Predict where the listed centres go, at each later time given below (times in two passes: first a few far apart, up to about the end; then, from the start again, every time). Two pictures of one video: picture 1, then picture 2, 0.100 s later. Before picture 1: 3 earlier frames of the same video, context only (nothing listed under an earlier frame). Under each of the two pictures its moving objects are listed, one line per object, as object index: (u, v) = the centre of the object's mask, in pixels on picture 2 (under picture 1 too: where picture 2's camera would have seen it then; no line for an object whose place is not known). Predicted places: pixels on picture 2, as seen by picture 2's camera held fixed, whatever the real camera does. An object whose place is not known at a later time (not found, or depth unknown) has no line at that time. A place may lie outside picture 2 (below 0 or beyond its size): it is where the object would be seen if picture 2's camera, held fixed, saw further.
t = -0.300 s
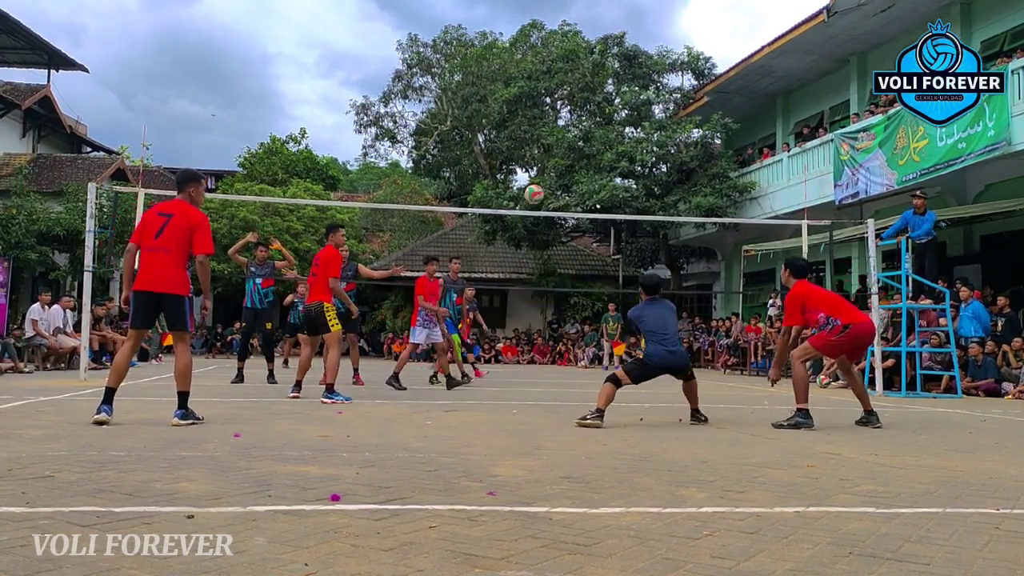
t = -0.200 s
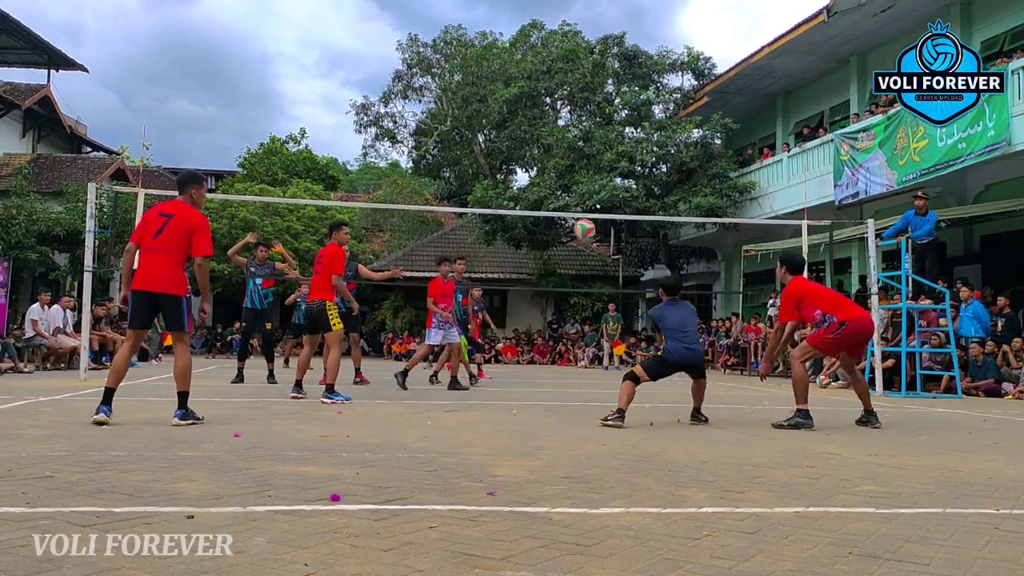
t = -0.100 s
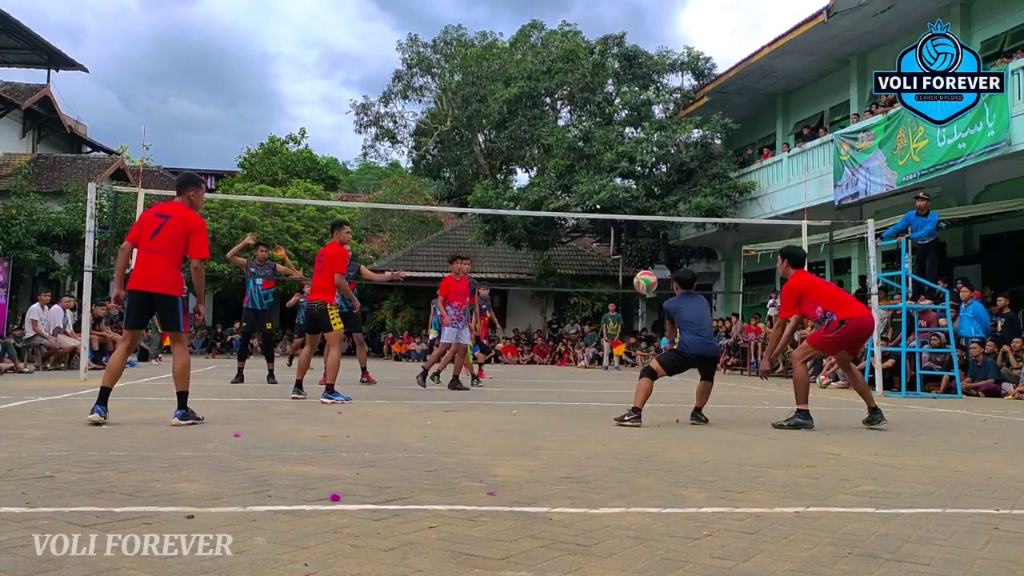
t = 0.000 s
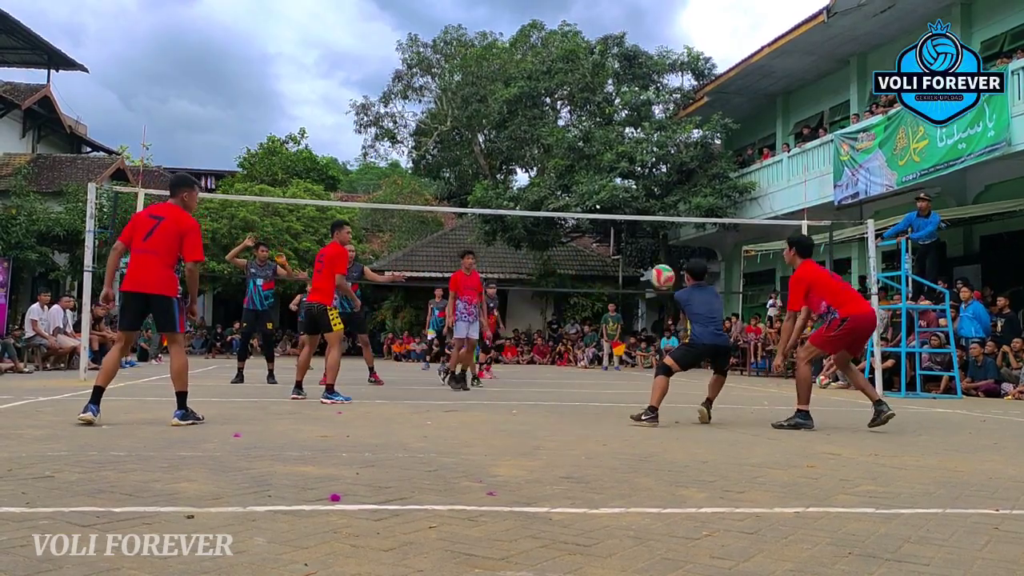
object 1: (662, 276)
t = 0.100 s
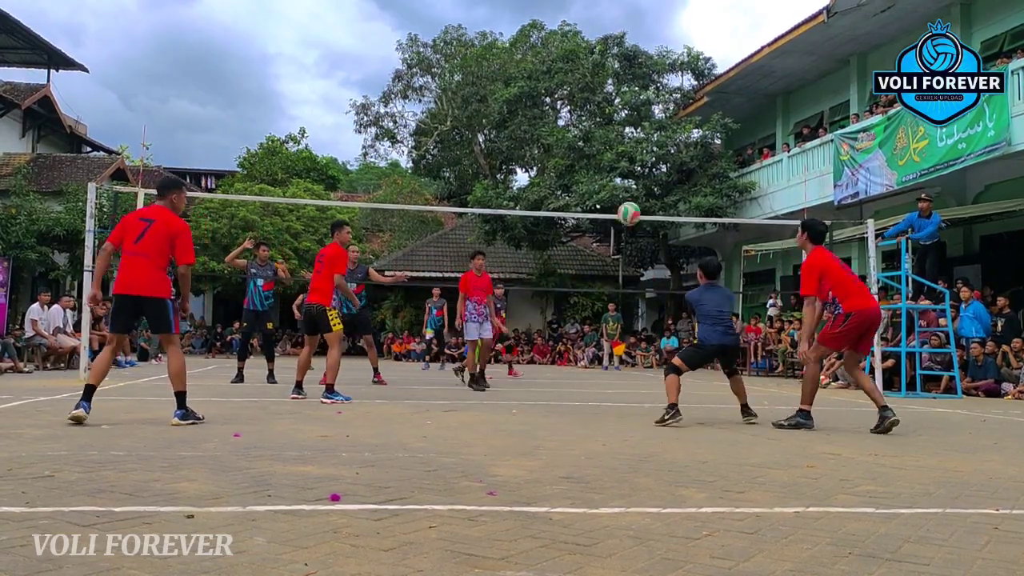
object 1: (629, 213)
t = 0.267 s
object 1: (580, 144)
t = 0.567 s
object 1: (508, 105)
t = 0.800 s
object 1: (462, 129)
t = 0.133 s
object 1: (618, 197)
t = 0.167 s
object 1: (607, 180)
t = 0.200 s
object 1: (599, 168)
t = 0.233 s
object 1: (589, 155)
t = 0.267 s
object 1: (580, 144)
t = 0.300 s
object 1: (572, 136)
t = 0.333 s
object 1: (563, 127)
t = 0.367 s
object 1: (554, 120)
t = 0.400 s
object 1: (547, 116)
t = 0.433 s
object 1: (538, 110)
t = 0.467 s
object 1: (530, 108)
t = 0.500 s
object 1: (523, 106)
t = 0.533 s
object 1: (515, 105)
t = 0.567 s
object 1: (508, 105)
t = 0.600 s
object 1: (501, 105)
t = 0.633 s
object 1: (495, 107)
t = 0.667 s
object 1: (487, 110)
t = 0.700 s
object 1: (481, 113)
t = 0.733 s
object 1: (475, 118)
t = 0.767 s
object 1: (469, 122)
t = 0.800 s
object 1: (462, 129)
